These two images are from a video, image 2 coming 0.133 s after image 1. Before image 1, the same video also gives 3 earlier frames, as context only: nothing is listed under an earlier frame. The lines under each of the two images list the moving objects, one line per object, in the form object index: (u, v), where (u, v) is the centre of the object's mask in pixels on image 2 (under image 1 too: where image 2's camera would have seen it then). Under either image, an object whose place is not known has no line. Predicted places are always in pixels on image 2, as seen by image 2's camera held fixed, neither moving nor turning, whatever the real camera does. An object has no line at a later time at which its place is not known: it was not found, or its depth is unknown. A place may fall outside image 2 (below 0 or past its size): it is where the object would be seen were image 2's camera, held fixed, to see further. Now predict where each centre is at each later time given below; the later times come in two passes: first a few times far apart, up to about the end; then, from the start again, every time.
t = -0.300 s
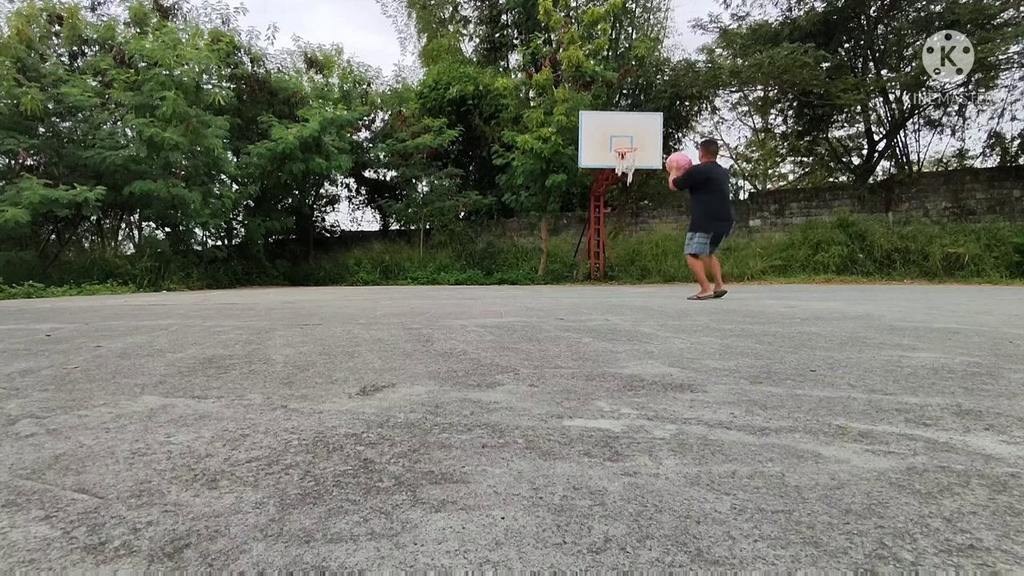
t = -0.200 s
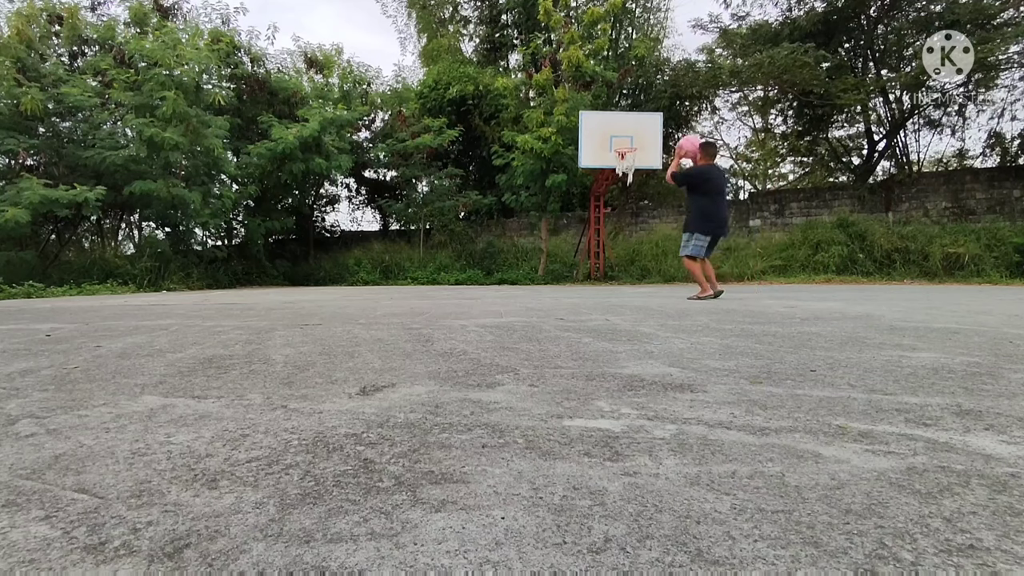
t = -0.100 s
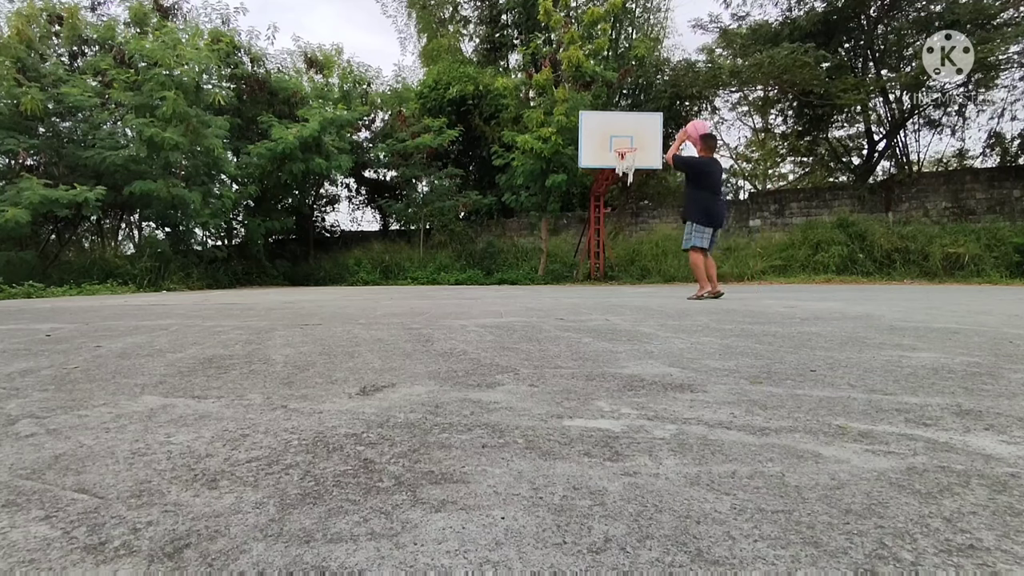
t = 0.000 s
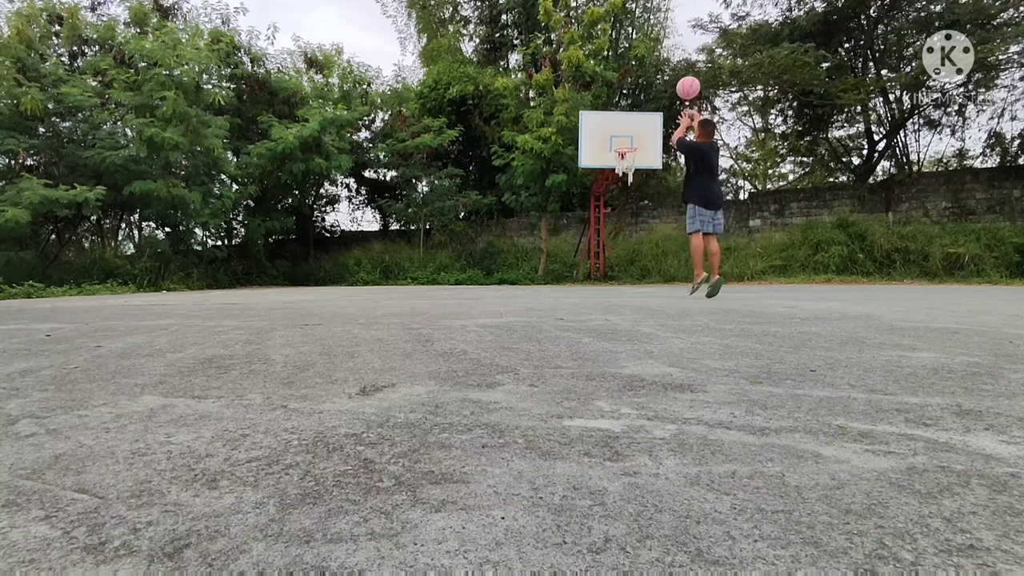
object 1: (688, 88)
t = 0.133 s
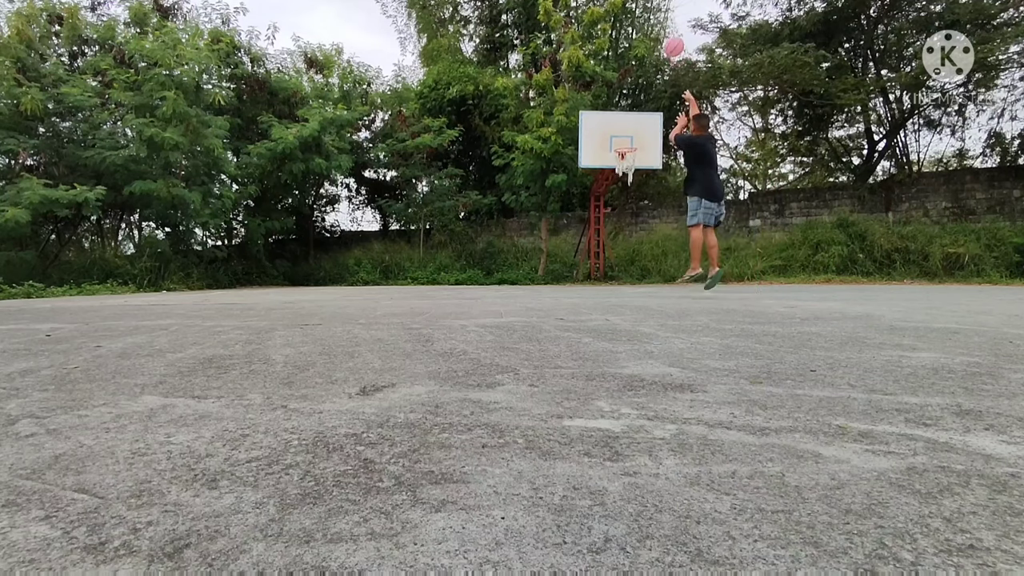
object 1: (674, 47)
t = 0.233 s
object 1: (665, 29)
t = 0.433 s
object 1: (653, 20)
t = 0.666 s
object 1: (640, 41)
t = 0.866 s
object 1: (632, 78)
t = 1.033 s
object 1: (626, 118)
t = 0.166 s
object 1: (670, 40)
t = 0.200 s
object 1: (668, 34)
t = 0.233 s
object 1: (665, 29)
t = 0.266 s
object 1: (663, 26)
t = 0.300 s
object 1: (660, 23)
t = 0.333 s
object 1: (658, 21)
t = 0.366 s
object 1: (657, 20)
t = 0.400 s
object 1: (655, 20)
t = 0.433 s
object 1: (653, 20)
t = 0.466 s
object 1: (650, 22)
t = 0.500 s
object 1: (648, 23)
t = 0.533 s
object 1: (647, 26)
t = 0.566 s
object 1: (645, 29)
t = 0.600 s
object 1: (643, 32)
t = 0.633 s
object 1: (641, 36)
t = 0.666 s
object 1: (640, 41)
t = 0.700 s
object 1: (639, 46)
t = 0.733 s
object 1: (637, 51)
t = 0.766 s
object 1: (636, 57)
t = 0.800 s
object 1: (634, 64)
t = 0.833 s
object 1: (633, 70)
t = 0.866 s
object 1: (632, 78)
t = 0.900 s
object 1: (631, 85)
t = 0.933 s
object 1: (630, 93)
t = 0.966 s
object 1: (628, 101)
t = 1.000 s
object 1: (627, 109)
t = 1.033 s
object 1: (626, 118)
